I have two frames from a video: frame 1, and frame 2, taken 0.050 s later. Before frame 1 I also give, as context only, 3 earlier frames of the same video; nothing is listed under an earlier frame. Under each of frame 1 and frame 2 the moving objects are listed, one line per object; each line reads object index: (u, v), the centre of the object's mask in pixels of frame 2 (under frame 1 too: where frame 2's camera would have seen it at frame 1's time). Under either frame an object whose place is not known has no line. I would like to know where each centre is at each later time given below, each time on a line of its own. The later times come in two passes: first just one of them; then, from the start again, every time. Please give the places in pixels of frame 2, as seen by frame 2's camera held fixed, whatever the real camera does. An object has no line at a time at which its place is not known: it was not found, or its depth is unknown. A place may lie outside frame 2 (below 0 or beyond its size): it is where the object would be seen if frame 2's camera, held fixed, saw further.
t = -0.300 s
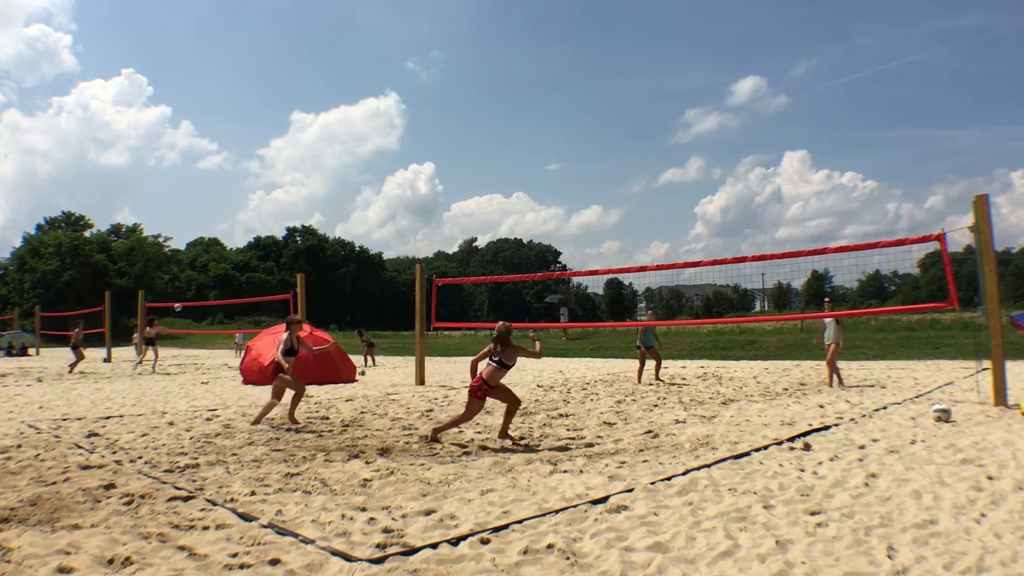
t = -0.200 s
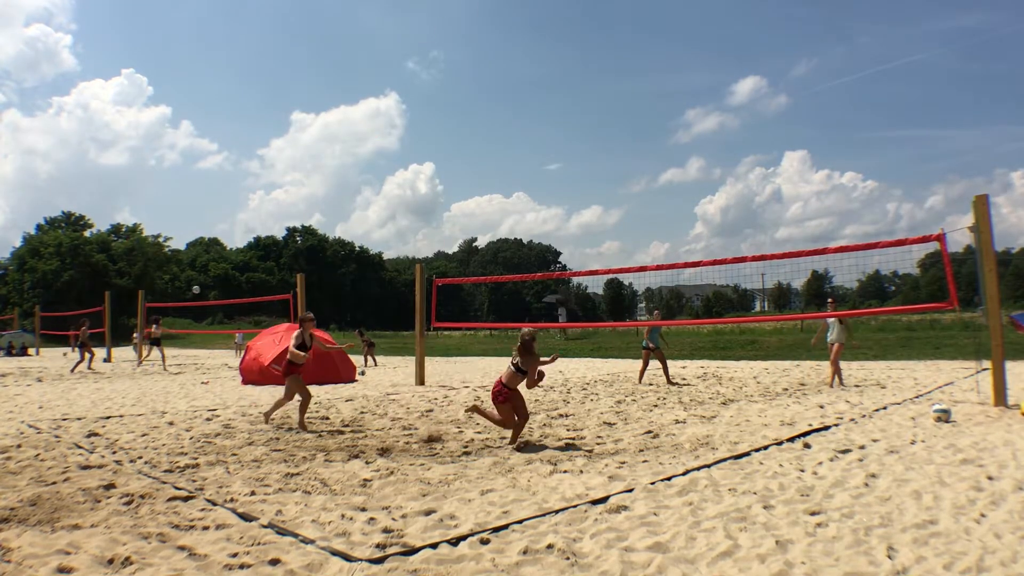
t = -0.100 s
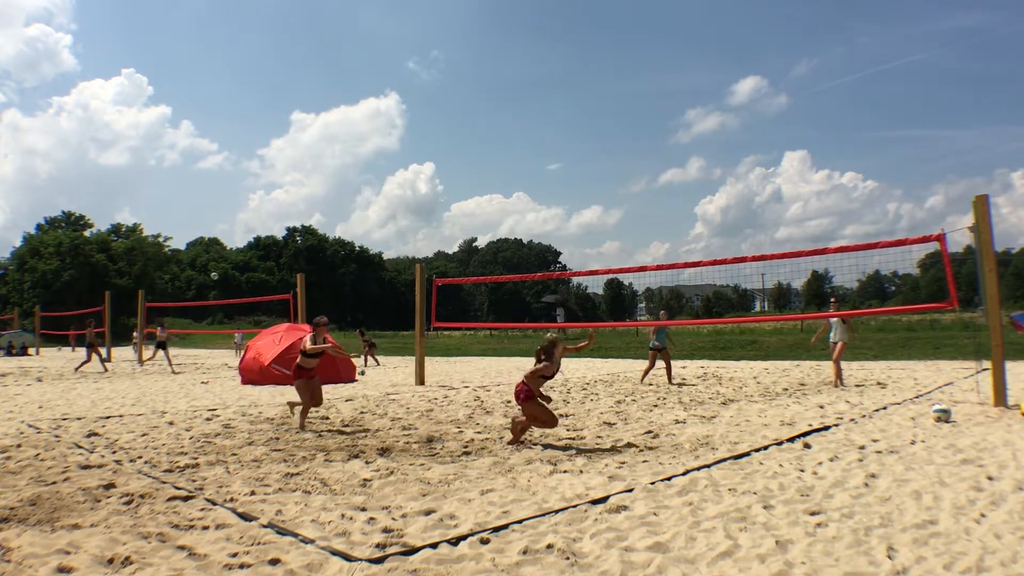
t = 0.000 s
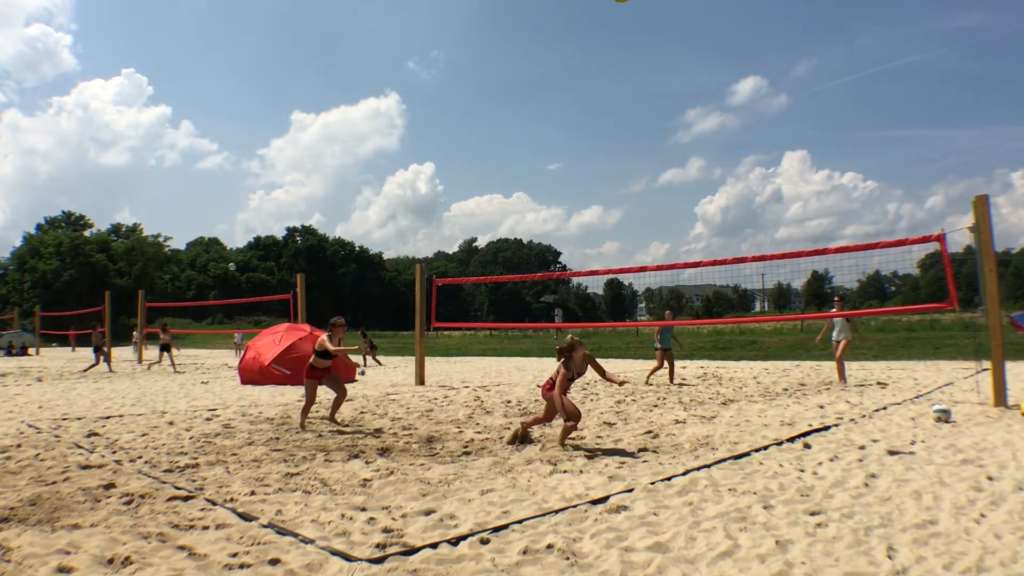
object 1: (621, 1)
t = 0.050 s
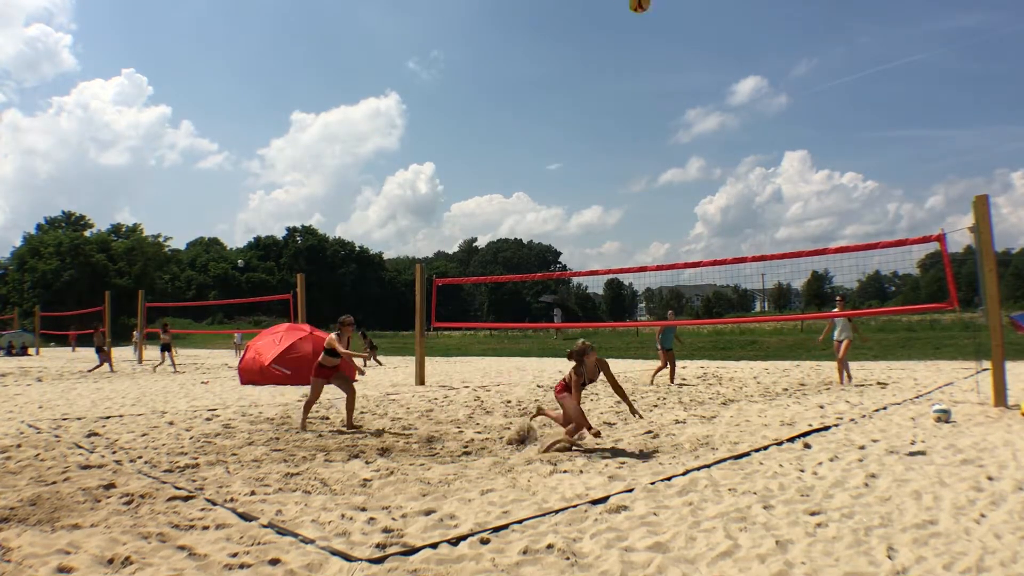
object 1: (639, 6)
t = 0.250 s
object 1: (713, 71)
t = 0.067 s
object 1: (645, 8)
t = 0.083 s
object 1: (651, 10)
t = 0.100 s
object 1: (657, 14)
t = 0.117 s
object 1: (663, 19)
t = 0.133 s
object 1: (669, 25)
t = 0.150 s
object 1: (675, 30)
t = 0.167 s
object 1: (682, 36)
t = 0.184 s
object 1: (688, 42)
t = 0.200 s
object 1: (694, 49)
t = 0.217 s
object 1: (700, 56)
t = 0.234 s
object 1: (707, 64)
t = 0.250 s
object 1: (713, 71)
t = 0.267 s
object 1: (720, 79)
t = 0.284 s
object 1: (727, 88)
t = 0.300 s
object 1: (734, 97)
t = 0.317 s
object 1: (740, 106)
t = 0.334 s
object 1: (747, 115)
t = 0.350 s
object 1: (754, 126)
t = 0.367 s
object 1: (761, 136)
